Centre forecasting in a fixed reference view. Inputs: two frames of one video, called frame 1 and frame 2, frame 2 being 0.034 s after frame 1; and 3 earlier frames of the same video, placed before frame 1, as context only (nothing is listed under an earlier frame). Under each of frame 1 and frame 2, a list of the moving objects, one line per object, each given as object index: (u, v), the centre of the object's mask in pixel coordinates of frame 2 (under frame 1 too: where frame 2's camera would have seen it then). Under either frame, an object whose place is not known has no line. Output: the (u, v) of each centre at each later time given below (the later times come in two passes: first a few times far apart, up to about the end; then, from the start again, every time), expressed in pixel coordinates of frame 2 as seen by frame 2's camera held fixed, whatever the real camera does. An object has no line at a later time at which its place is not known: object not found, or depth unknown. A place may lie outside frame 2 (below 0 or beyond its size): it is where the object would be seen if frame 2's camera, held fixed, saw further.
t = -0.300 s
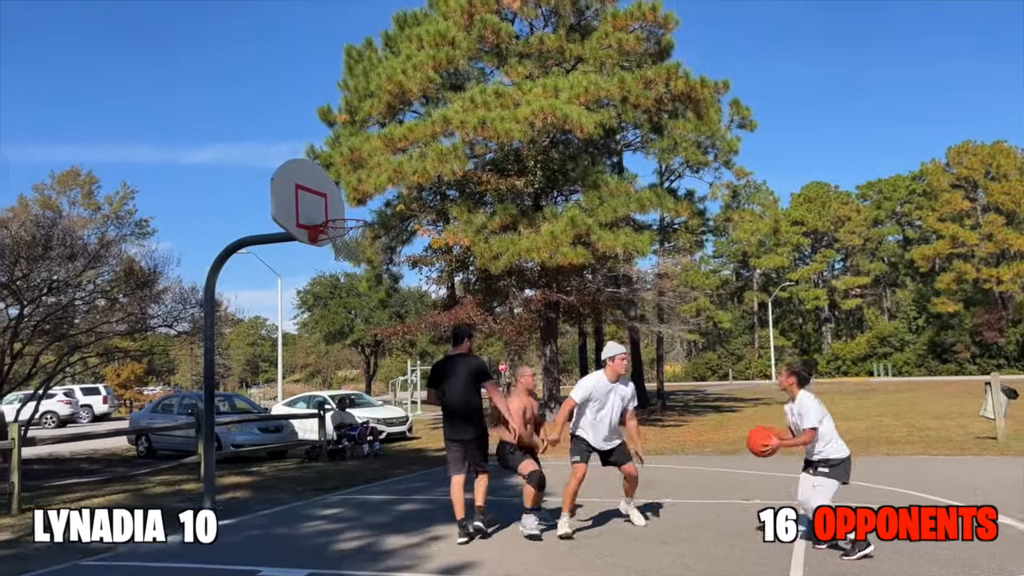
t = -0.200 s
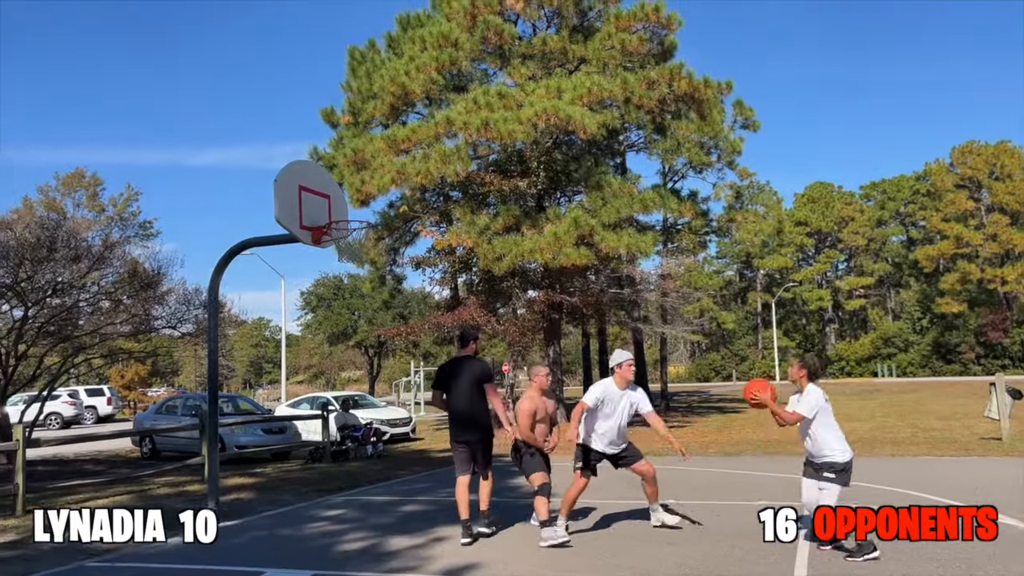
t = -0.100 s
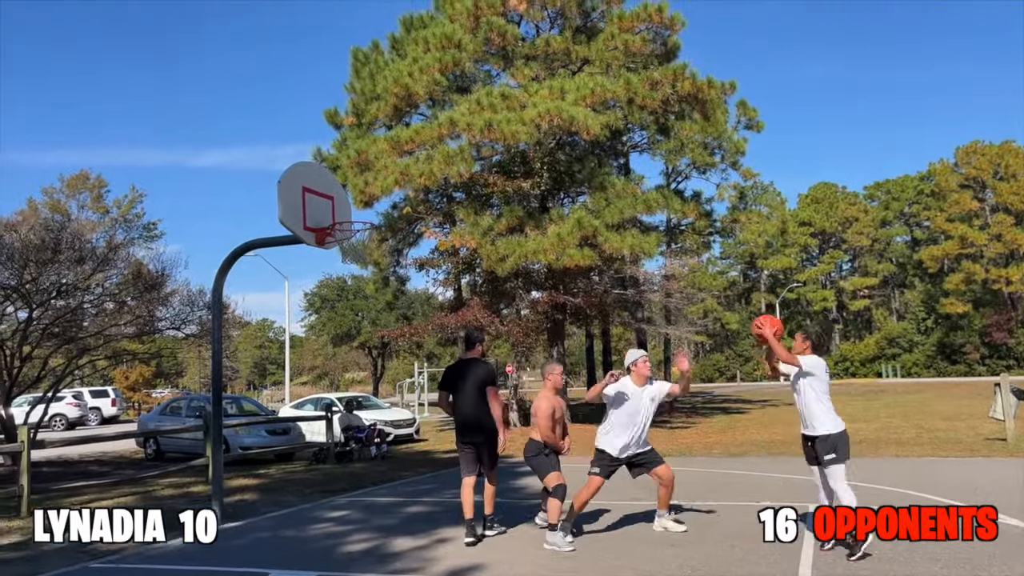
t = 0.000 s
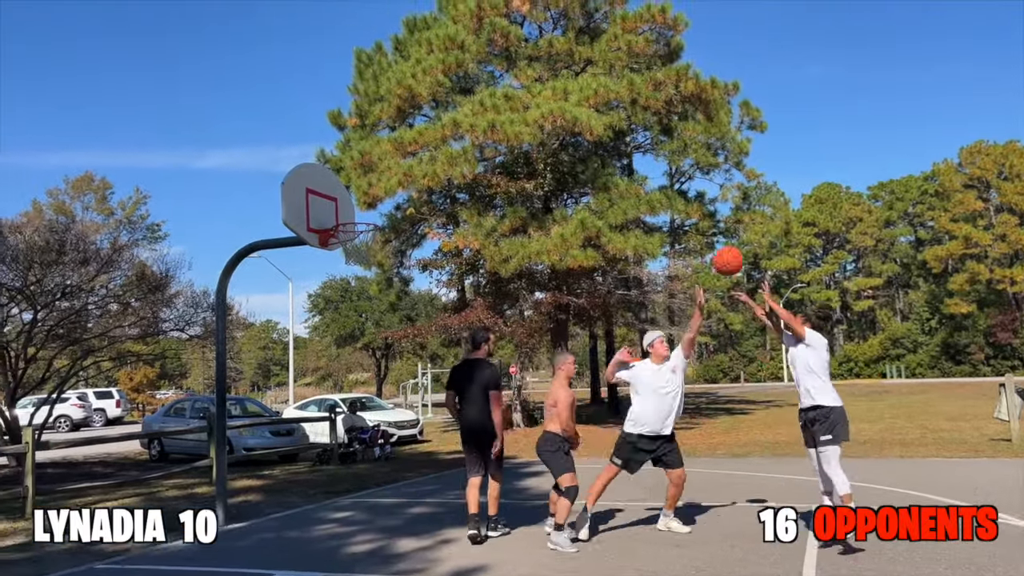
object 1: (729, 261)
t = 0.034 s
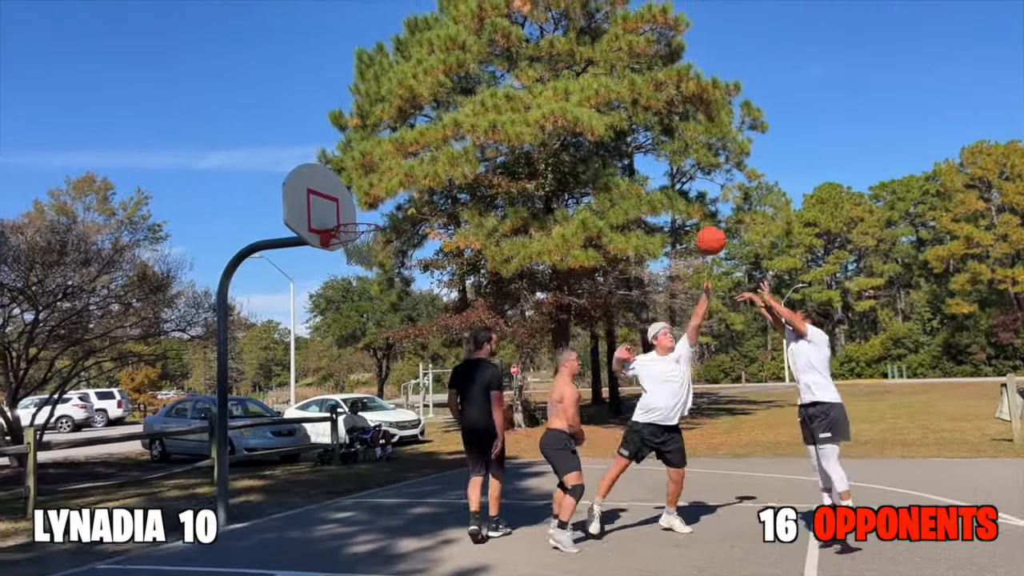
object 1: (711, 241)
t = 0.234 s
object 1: (612, 152)
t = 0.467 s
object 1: (519, 111)
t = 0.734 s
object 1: (432, 132)
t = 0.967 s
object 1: (366, 201)
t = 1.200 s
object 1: (357, 222)
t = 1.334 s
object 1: (349, 207)
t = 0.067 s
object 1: (693, 221)
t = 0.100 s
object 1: (675, 204)
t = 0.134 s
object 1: (659, 189)
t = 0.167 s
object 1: (642, 176)
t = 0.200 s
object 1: (627, 163)
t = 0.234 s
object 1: (612, 152)
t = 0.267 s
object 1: (597, 140)
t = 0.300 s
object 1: (583, 133)
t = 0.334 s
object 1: (570, 126)
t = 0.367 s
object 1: (557, 120)
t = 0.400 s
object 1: (545, 116)
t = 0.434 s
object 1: (532, 113)
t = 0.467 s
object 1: (519, 111)
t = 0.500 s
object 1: (508, 111)
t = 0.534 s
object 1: (496, 111)
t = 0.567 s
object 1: (485, 111)
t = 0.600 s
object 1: (474, 113)
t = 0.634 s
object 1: (463, 117)
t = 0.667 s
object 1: (453, 121)
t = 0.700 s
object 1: (442, 126)
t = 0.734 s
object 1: (432, 132)
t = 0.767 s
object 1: (422, 139)
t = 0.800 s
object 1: (412, 147)
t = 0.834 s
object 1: (404, 157)
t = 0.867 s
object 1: (393, 166)
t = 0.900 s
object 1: (384, 177)
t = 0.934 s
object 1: (374, 189)
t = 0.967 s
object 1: (366, 201)
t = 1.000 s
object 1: (356, 214)
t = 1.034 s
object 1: (349, 227)
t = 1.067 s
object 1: (355, 225)
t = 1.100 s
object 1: (360, 224)
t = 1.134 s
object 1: (359, 224)
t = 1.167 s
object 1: (359, 224)
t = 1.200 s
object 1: (357, 222)
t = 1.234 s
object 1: (355, 216)
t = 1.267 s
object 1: (353, 212)
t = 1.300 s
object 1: (351, 209)
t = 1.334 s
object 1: (349, 207)
